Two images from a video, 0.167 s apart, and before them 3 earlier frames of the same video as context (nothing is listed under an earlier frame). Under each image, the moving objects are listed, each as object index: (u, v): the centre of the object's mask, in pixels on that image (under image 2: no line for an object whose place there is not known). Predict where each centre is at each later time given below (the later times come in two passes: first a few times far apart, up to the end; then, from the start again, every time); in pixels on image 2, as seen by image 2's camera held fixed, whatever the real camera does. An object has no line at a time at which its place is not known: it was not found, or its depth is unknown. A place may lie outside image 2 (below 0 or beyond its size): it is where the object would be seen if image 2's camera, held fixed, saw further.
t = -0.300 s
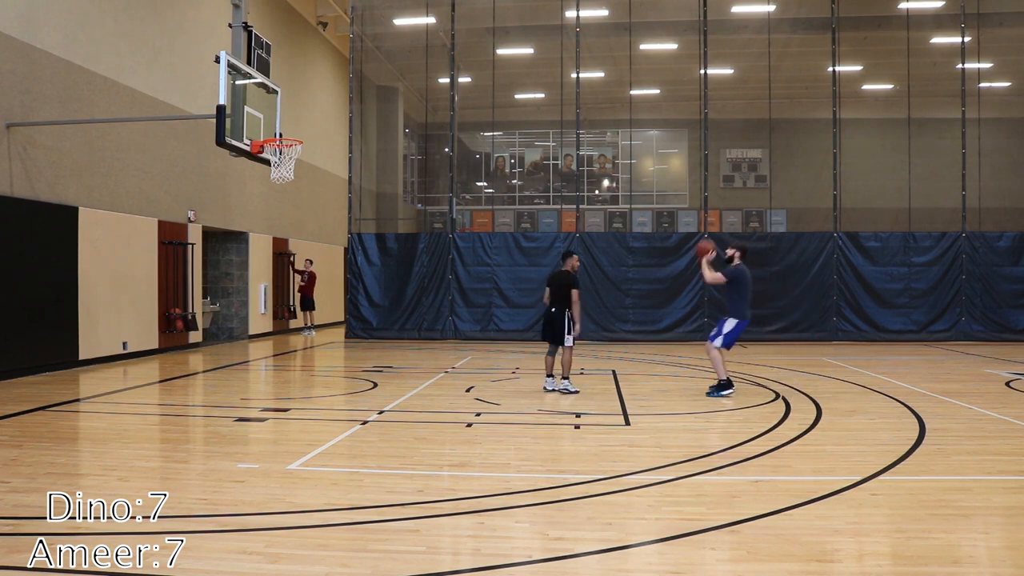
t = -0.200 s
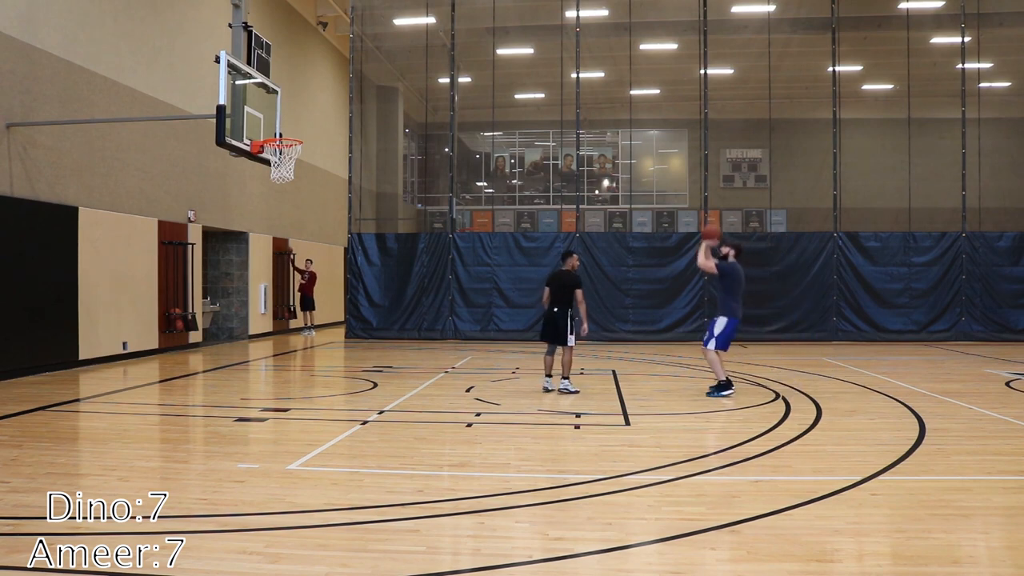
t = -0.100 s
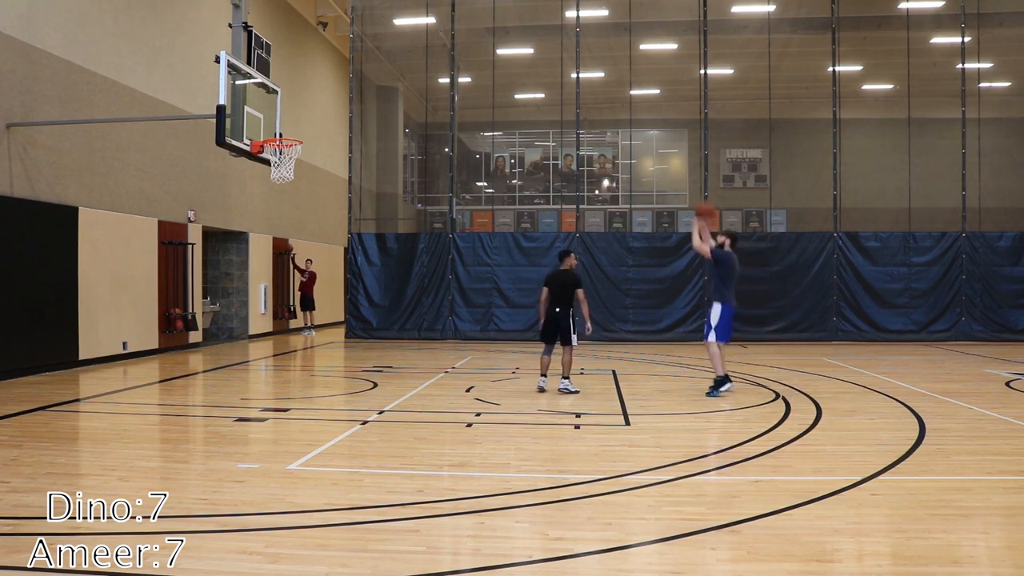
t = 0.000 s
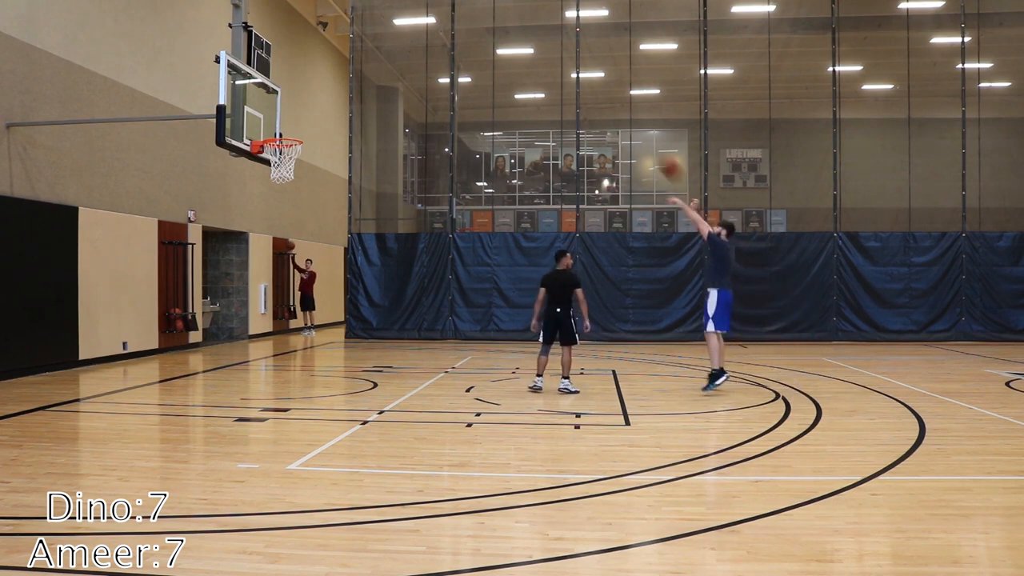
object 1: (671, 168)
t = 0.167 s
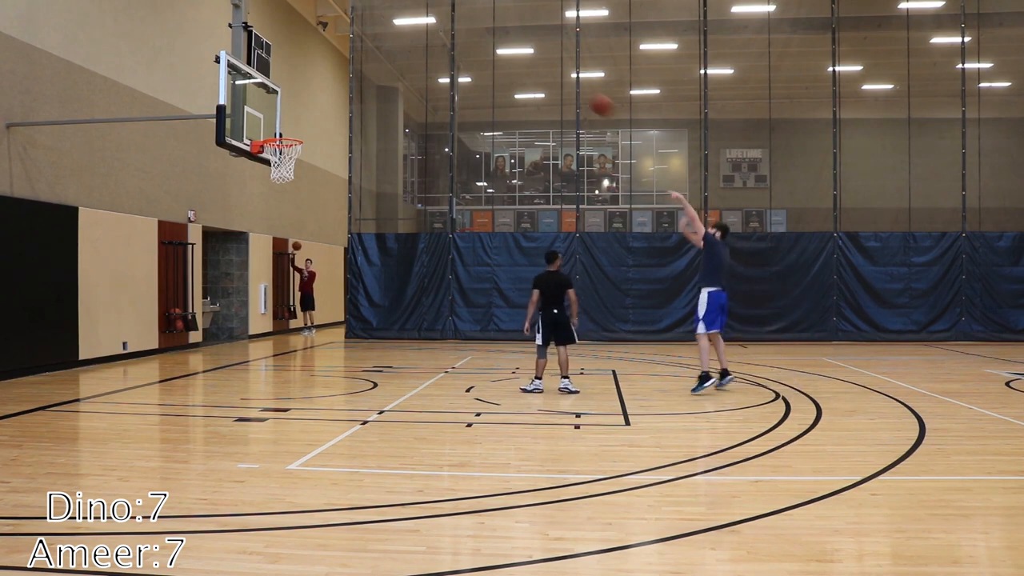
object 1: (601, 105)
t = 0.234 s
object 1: (573, 88)
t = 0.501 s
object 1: (469, 50)
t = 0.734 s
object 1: (378, 65)
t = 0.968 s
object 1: (292, 121)
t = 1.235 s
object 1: (282, 126)
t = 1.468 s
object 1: (322, 143)
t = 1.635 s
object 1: (348, 180)
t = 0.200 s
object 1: (588, 96)
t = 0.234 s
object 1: (573, 88)
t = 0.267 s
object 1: (559, 79)
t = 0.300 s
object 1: (547, 72)
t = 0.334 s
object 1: (534, 67)
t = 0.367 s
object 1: (520, 62)
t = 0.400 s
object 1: (507, 60)
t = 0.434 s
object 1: (492, 54)
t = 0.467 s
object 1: (480, 52)
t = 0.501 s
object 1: (469, 50)
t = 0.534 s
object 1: (455, 49)
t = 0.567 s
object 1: (442, 50)
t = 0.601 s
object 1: (429, 51)
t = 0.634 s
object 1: (416, 53)
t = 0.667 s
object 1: (404, 56)
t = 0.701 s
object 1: (391, 60)
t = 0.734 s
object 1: (378, 65)
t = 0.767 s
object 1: (366, 70)
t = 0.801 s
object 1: (353, 77)
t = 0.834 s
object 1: (341, 84)
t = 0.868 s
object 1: (328, 93)
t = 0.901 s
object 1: (316, 102)
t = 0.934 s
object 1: (303, 111)
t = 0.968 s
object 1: (292, 121)
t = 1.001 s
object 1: (280, 131)
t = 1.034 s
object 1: (276, 130)
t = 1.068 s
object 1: (271, 131)
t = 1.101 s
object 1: (266, 132)
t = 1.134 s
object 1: (264, 130)
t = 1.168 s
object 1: (270, 128)
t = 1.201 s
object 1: (276, 127)
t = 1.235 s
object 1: (282, 126)
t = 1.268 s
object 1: (288, 126)
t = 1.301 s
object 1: (293, 127)
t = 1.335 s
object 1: (299, 129)
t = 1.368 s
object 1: (305, 131)
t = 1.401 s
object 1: (310, 135)
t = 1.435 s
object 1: (316, 139)
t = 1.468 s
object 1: (322, 143)
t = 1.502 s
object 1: (327, 149)
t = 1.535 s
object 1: (332, 156)
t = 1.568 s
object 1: (338, 163)
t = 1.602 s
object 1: (343, 171)
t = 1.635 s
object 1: (348, 180)
